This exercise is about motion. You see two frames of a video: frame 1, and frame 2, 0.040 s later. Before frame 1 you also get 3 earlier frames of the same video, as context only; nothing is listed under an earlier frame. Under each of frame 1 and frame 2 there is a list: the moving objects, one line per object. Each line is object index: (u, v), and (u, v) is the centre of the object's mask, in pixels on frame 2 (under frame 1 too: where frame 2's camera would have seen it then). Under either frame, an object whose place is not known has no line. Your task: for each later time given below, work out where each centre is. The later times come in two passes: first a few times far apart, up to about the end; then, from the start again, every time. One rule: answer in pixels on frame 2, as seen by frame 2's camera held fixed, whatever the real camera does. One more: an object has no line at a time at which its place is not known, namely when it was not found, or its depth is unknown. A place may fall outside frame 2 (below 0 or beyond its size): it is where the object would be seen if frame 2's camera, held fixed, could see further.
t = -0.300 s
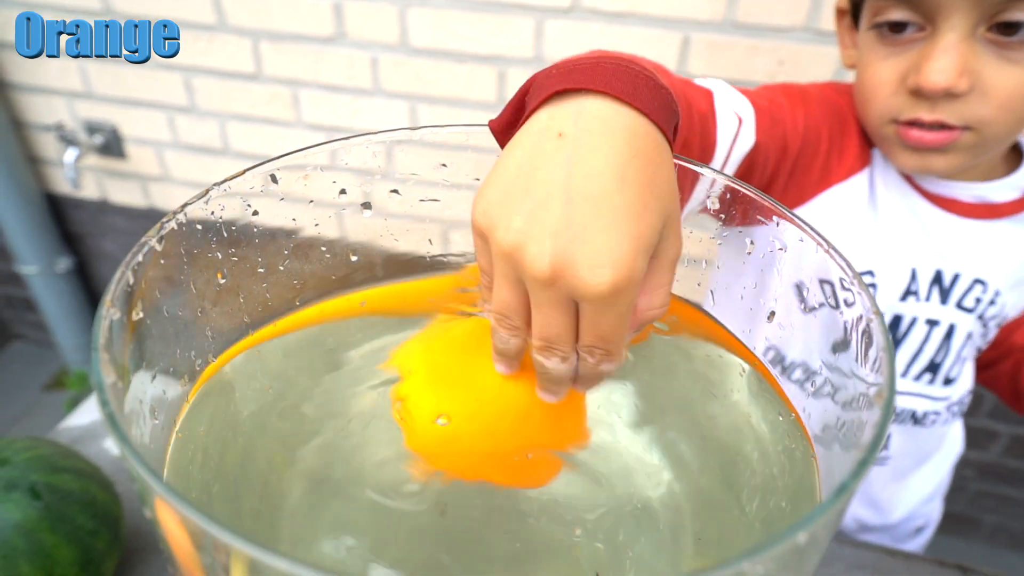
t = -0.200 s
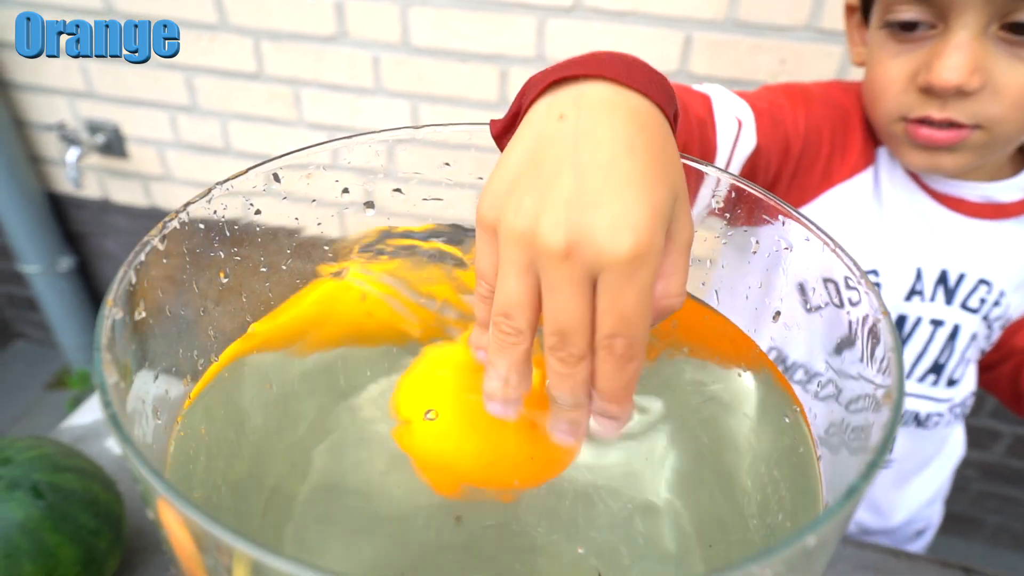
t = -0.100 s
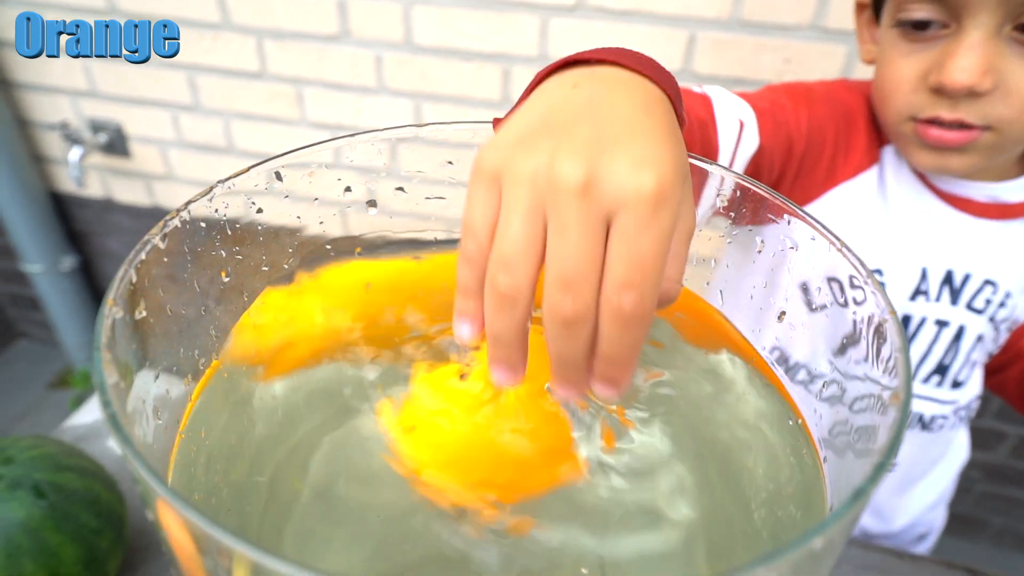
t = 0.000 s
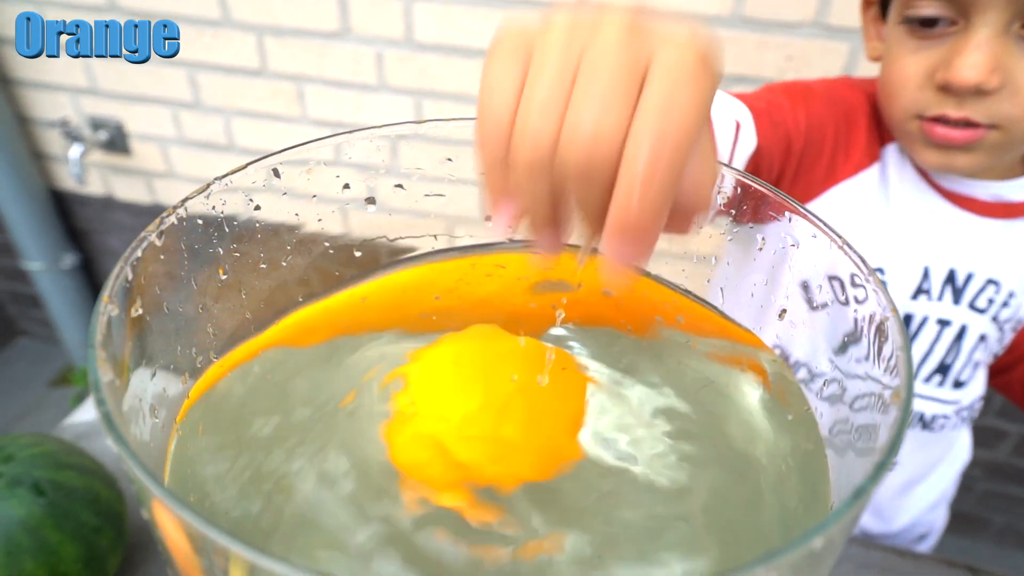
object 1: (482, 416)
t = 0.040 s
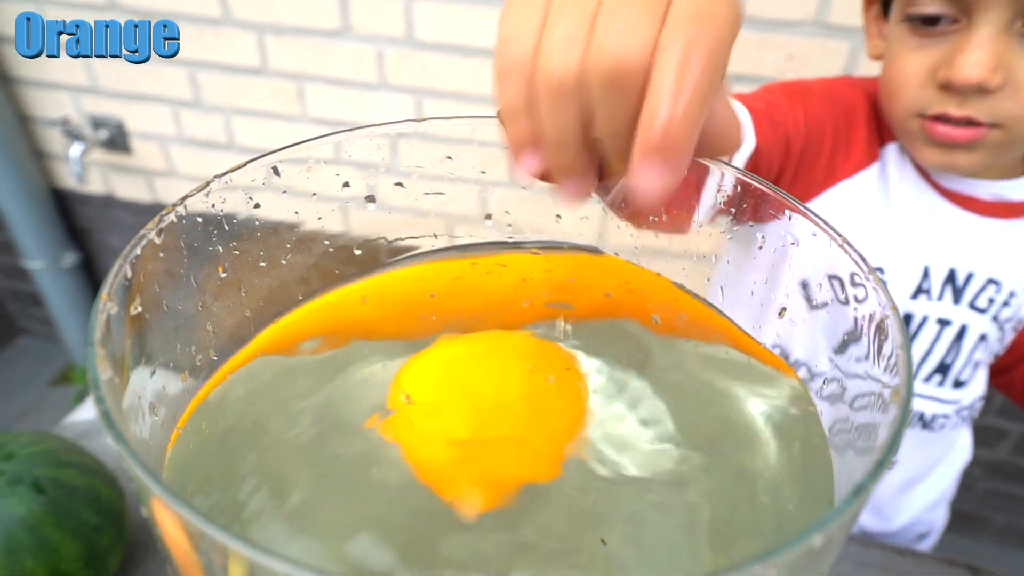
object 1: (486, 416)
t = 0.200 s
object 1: (482, 397)
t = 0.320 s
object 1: (477, 368)
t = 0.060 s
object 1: (486, 412)
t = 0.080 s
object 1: (487, 410)
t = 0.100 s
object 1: (484, 407)
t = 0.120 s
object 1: (484, 404)
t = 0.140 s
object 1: (486, 404)
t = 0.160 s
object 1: (485, 401)
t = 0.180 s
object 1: (483, 400)
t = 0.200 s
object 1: (482, 397)
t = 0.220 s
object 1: (482, 393)
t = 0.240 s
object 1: (484, 388)
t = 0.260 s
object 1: (483, 384)
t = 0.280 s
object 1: (481, 379)
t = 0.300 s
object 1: (480, 373)
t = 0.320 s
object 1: (477, 368)
